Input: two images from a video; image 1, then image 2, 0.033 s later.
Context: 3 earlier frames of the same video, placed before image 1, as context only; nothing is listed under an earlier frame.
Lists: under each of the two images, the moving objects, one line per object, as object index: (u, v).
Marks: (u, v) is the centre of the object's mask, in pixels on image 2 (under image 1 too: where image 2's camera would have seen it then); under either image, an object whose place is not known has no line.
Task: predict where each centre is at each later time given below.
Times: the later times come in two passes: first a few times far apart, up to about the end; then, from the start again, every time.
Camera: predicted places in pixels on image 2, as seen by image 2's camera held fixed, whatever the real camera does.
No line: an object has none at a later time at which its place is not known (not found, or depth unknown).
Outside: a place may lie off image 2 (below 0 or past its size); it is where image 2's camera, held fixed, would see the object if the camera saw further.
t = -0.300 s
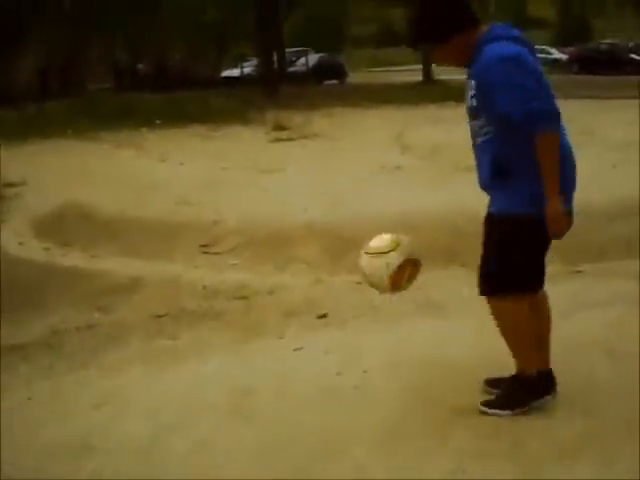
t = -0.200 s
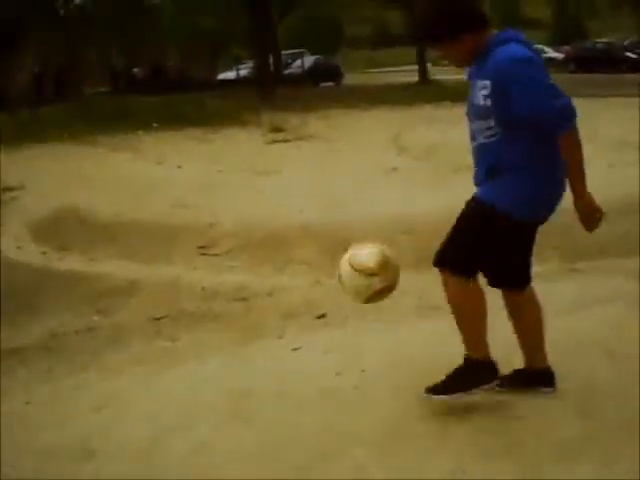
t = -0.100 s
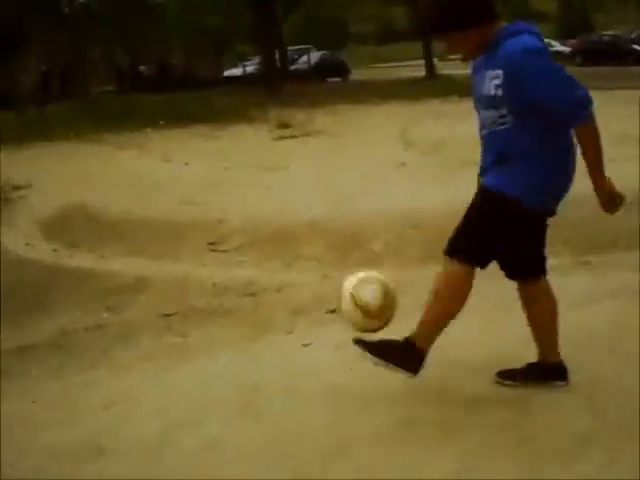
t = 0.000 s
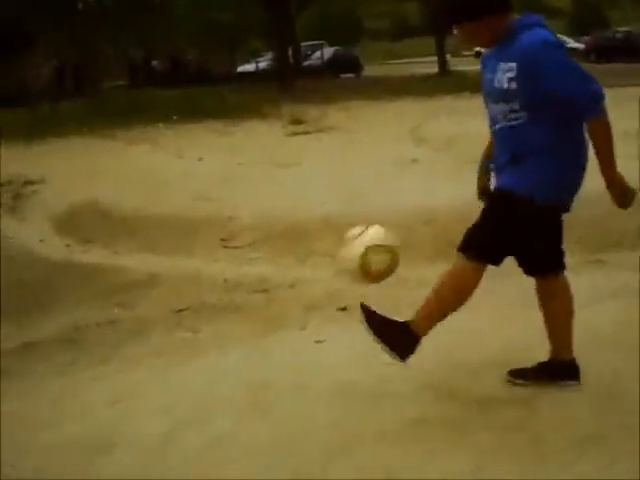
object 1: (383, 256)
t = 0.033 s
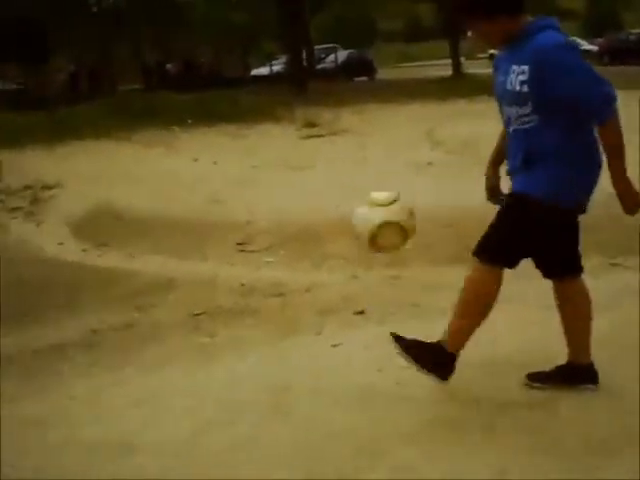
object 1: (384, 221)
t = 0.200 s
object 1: (386, 167)
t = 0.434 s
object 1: (401, 213)
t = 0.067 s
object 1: (383, 203)
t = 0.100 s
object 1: (384, 191)
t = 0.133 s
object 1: (384, 180)
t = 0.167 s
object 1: (385, 172)
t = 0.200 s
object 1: (386, 167)
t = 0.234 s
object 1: (386, 164)
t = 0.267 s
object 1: (388, 163)
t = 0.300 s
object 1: (392, 169)
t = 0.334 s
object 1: (394, 175)
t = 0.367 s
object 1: (396, 184)
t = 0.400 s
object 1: (398, 197)
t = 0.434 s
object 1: (401, 213)
